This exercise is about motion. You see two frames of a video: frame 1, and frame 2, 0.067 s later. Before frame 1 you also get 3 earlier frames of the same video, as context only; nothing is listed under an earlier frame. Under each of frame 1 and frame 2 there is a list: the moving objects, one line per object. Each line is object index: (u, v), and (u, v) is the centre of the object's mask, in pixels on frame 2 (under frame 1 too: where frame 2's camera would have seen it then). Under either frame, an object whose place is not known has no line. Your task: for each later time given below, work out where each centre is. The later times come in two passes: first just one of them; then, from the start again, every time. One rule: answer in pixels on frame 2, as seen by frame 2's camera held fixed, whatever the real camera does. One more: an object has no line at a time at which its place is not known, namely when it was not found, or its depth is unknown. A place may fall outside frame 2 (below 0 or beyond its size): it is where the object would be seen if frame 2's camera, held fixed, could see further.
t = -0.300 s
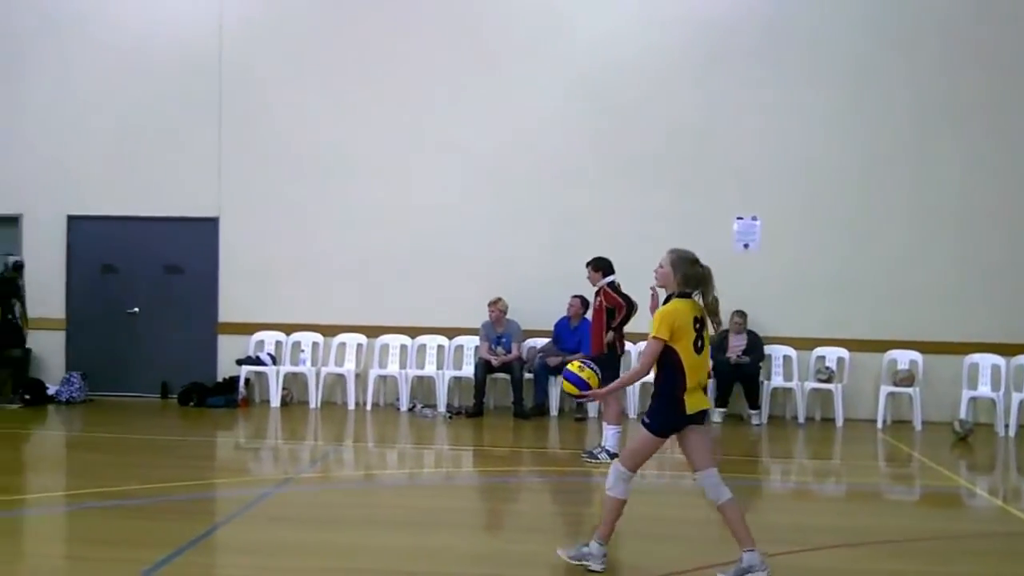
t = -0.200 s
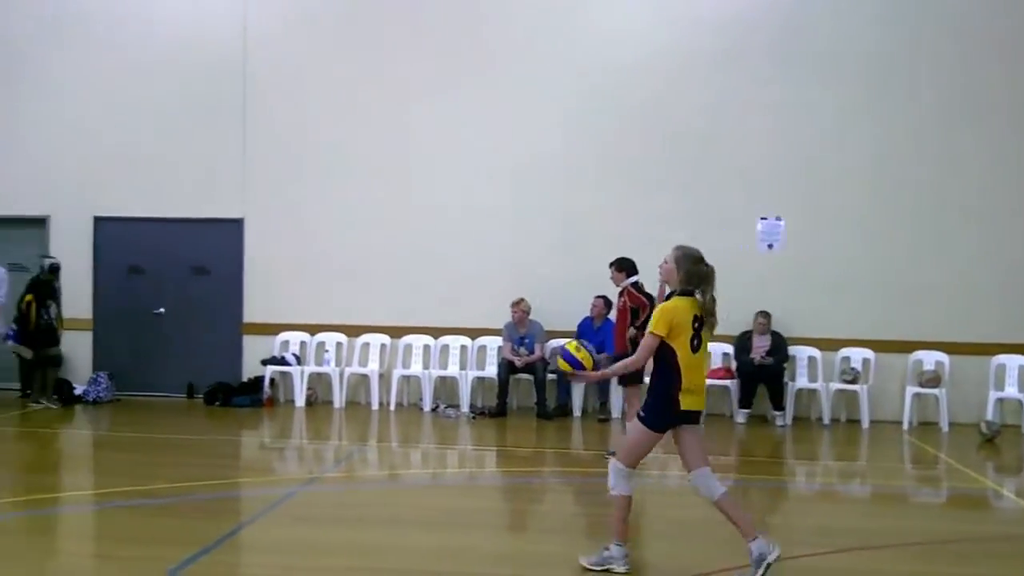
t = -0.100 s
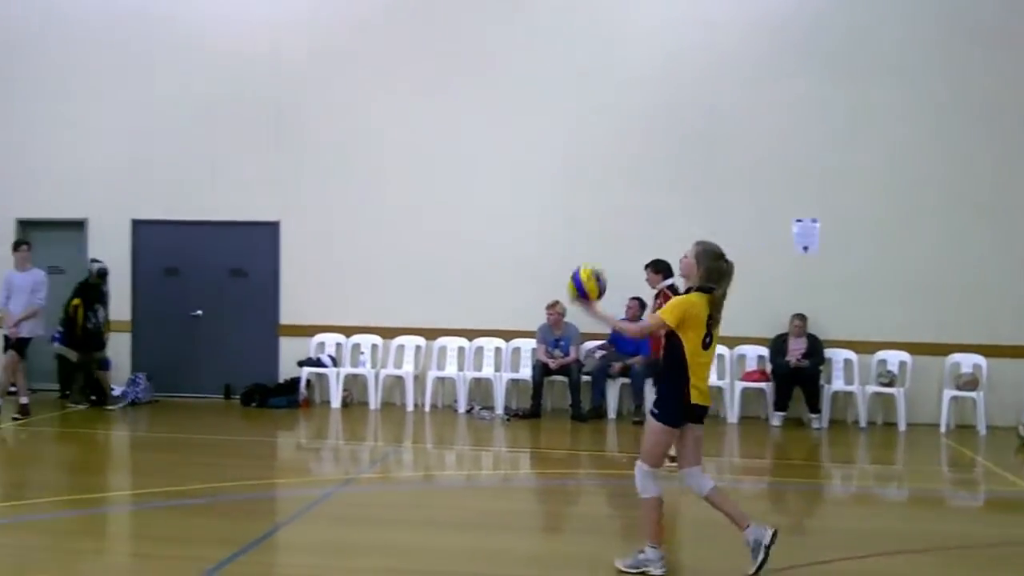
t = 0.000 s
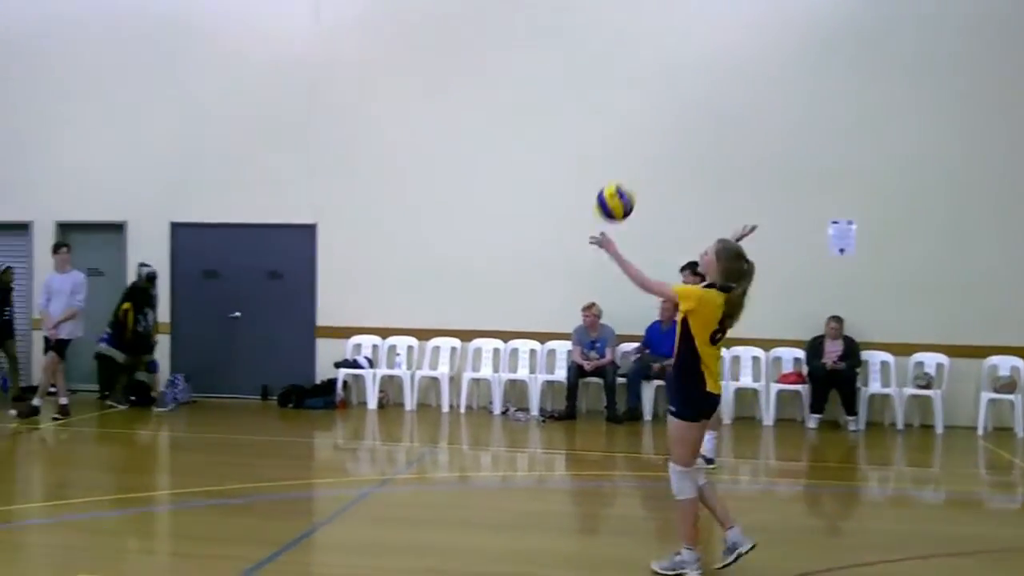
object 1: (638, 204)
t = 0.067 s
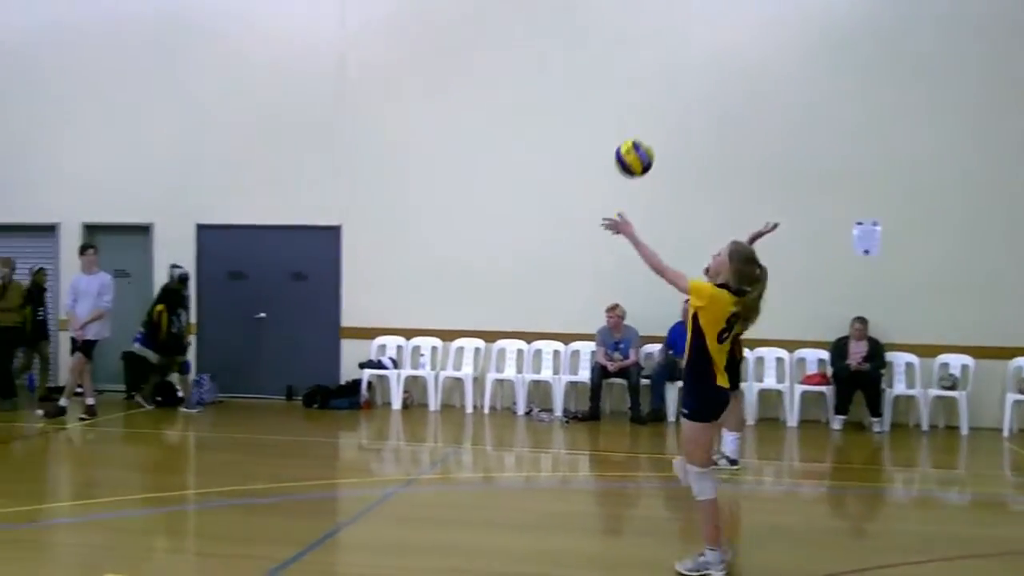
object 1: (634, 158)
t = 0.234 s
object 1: (624, 75)
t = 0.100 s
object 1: (632, 138)
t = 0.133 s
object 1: (631, 119)
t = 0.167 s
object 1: (629, 103)
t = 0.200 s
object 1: (626, 88)
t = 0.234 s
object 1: (624, 75)
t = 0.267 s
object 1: (623, 64)
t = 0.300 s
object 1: (621, 56)
